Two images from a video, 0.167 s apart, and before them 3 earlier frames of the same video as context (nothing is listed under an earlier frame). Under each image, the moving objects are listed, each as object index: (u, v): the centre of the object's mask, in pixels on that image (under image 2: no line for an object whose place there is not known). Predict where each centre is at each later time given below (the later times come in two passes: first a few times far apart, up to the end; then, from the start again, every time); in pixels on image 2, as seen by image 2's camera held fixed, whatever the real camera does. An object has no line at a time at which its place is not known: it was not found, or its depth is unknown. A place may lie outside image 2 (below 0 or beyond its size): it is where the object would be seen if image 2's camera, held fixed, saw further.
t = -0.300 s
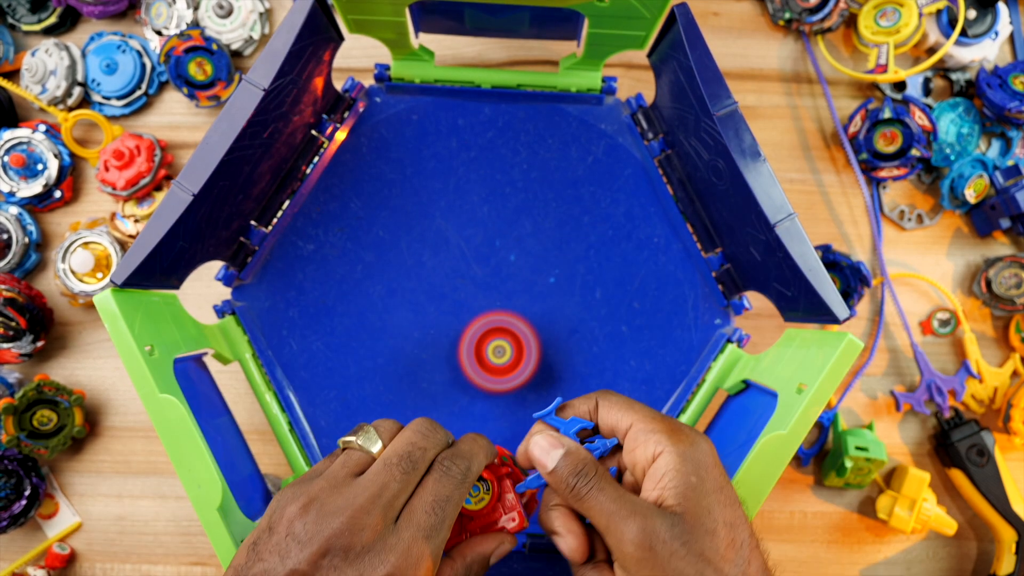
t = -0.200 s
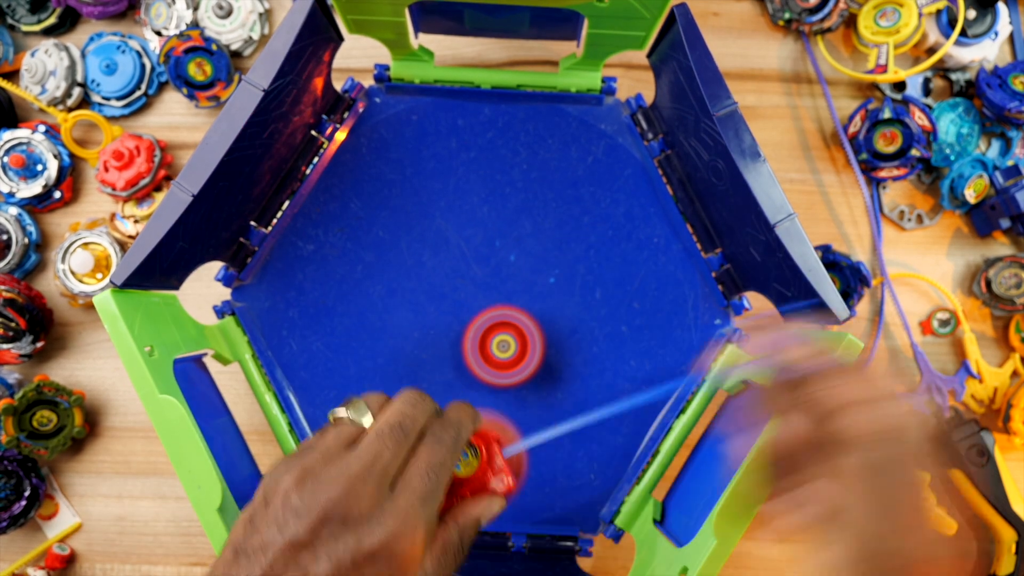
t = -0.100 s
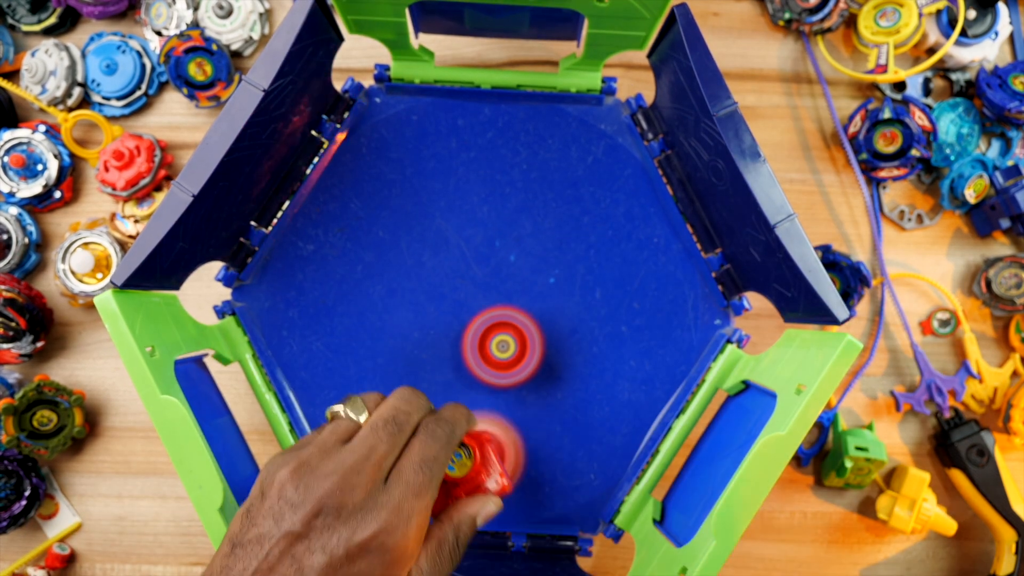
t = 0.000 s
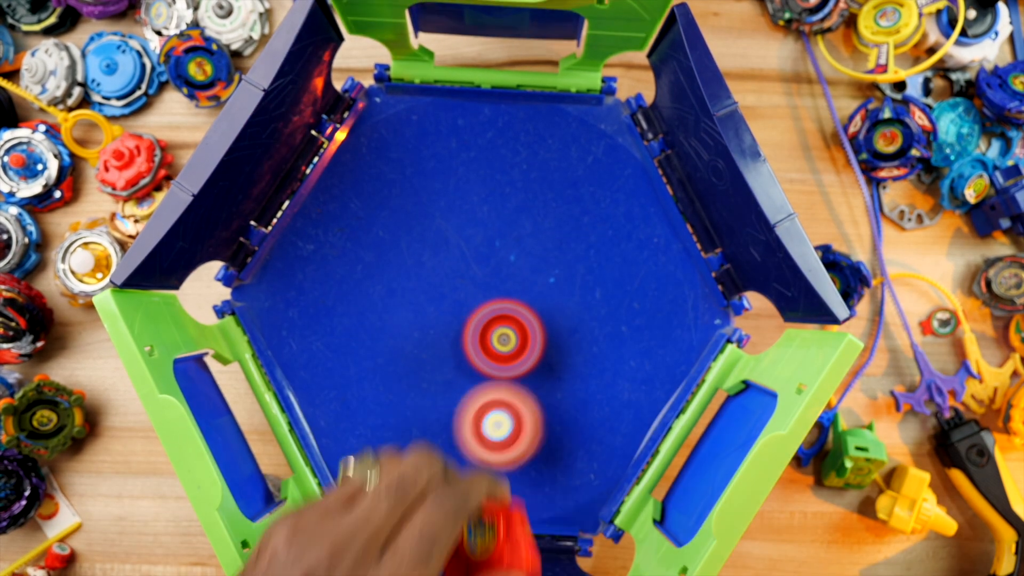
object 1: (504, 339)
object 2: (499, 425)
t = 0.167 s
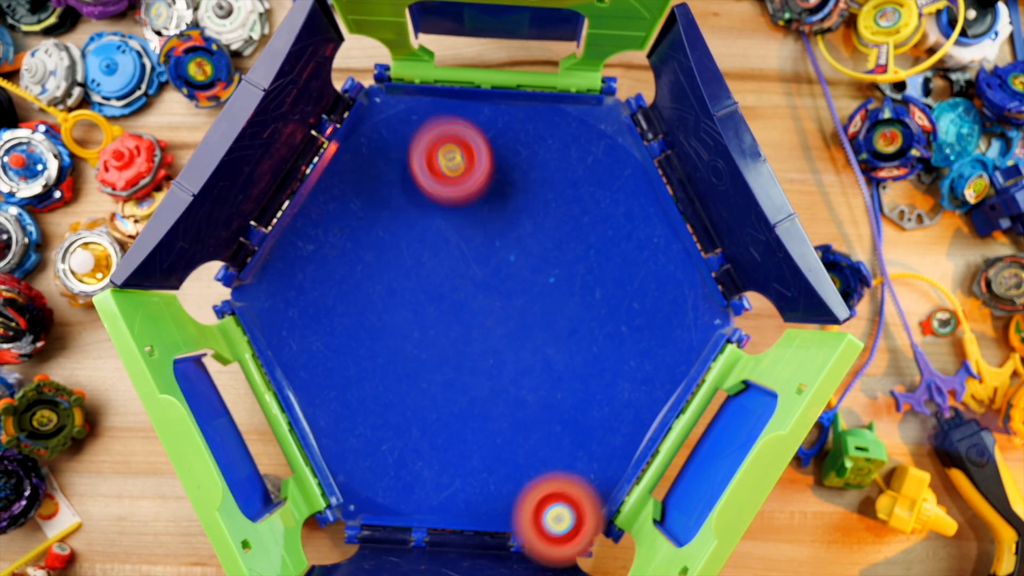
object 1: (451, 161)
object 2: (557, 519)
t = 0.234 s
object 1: (433, 116)
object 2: (584, 496)
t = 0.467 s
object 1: (392, 122)
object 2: (646, 413)
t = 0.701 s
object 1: (352, 224)
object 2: (684, 362)
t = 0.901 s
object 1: (378, 299)
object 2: (712, 305)
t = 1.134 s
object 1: (434, 338)
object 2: (604, 309)
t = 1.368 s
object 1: (473, 356)
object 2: (496, 211)
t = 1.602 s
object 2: (523, 107)
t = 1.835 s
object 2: (586, 220)
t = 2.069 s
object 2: (541, 186)
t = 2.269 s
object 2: (581, 123)
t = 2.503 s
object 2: (600, 196)
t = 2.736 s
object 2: (617, 351)
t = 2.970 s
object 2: (519, 397)
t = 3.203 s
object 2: (346, 278)
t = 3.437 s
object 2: (395, 142)
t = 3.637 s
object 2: (545, 177)
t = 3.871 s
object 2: (623, 333)
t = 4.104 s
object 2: (545, 478)
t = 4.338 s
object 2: (391, 465)
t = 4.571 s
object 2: (342, 314)
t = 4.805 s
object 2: (426, 190)
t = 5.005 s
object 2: (354, 166)
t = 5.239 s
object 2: (405, 211)
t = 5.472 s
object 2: (398, 326)
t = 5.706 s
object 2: (351, 403)
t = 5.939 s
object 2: (342, 379)
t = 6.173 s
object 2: (263, 454)
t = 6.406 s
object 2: (430, 390)
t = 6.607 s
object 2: (508, 364)
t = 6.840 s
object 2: (551, 307)
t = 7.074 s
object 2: (543, 239)
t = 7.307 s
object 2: (488, 200)
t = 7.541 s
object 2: (463, 157)
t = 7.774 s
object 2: (482, 202)
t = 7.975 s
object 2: (510, 263)
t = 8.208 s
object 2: (566, 310)
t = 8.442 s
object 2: (628, 331)
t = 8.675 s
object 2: (655, 338)
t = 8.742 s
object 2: (641, 338)
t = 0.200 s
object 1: (442, 134)
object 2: (571, 508)
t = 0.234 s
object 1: (433, 116)
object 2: (584, 496)
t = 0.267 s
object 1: (425, 101)
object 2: (597, 486)
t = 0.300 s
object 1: (419, 93)
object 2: (611, 474)
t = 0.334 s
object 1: (412, 92)
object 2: (622, 462)
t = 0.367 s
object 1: (407, 97)
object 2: (630, 450)
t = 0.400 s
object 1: (403, 104)
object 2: (635, 437)
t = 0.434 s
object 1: (397, 113)
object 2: (641, 425)
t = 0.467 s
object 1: (392, 122)
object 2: (646, 413)
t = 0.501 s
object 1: (386, 133)
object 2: (651, 402)
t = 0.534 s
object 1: (379, 146)
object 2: (656, 393)
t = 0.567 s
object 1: (373, 161)
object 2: (661, 385)
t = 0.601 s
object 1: (366, 176)
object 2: (666, 377)
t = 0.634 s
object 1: (360, 191)
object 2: (671, 371)
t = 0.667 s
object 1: (355, 207)
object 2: (677, 366)
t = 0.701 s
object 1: (352, 224)
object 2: (684, 362)
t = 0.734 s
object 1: (351, 240)
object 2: (690, 358)
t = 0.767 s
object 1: (354, 254)
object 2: (698, 354)
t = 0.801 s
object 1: (358, 268)
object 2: (701, 345)
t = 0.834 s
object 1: (364, 280)
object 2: (705, 333)
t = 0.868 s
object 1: (371, 290)
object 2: (711, 318)
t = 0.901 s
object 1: (378, 299)
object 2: (712, 305)
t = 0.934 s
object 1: (386, 307)
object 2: (701, 300)
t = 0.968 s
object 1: (394, 315)
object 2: (690, 295)
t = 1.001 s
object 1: (402, 321)
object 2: (676, 295)
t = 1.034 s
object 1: (411, 326)
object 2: (660, 299)
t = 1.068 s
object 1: (419, 330)
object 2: (643, 304)
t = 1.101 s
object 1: (427, 335)
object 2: (624, 308)
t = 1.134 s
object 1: (434, 338)
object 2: (604, 309)
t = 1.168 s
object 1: (442, 341)
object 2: (584, 307)
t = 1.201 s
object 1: (449, 344)
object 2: (564, 300)
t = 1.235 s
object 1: (455, 346)
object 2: (545, 290)
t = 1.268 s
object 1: (461, 349)
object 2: (529, 275)
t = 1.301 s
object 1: (465, 352)
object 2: (516, 257)
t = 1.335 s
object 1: (469, 354)
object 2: (505, 235)
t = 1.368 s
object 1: (473, 356)
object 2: (496, 211)
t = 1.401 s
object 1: (477, 358)
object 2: (489, 186)
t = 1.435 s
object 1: (480, 359)
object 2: (485, 161)
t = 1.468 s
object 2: (486, 137)
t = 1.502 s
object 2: (491, 120)
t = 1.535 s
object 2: (500, 104)
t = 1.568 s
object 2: (512, 99)
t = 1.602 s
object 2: (523, 107)
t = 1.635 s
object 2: (535, 119)
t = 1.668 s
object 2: (549, 131)
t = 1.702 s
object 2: (563, 142)
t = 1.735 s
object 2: (576, 158)
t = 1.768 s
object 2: (585, 176)
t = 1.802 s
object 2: (588, 197)
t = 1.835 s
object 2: (586, 220)
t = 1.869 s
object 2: (578, 243)
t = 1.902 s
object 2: (566, 264)
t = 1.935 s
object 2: (550, 279)
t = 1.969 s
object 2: (547, 259)
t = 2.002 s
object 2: (545, 234)
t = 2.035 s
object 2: (543, 209)
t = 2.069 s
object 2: (541, 186)
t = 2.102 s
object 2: (541, 167)
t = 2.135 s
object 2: (544, 151)
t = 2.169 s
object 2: (549, 138)
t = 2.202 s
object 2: (558, 130)
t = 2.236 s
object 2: (569, 125)
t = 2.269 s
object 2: (581, 123)
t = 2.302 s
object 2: (592, 124)
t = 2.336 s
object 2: (599, 127)
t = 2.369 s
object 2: (602, 133)
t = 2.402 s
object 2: (605, 143)
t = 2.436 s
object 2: (607, 159)
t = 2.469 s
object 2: (606, 177)
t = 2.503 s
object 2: (600, 196)
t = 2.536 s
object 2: (590, 216)
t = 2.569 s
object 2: (575, 235)
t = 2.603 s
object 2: (556, 253)
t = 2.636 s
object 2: (534, 267)
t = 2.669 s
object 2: (514, 277)
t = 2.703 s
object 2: (563, 312)
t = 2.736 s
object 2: (617, 351)
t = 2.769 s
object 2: (662, 387)
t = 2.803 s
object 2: (696, 421)
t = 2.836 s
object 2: (673, 423)
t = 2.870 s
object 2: (635, 418)
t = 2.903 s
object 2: (601, 413)
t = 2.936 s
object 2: (561, 404)
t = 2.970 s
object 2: (519, 397)
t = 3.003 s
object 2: (478, 388)
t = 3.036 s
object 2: (449, 374)
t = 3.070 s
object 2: (424, 356)
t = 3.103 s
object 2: (400, 338)
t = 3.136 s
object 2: (380, 319)
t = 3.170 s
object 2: (361, 300)
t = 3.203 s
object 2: (346, 278)
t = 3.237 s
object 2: (333, 256)
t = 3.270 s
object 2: (326, 232)
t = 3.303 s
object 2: (325, 208)
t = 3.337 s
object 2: (324, 183)
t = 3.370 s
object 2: (339, 163)
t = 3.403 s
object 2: (370, 152)
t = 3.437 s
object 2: (395, 142)
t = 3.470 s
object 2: (422, 137)
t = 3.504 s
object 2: (449, 136)
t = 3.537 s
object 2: (475, 141)
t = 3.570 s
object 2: (500, 149)
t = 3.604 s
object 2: (523, 162)
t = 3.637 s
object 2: (545, 177)
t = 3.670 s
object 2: (564, 195)
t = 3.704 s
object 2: (580, 215)
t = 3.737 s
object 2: (594, 236)
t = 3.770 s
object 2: (605, 260)
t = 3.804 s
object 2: (614, 284)
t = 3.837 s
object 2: (620, 308)
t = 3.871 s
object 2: (623, 333)
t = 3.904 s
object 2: (621, 359)
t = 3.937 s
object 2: (617, 383)
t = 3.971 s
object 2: (609, 406)
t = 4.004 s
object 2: (597, 428)
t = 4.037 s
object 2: (582, 447)
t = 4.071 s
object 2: (565, 464)
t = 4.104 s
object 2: (545, 478)
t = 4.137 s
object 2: (524, 487)
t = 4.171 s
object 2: (501, 493)
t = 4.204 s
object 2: (478, 495)
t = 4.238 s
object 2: (455, 493)
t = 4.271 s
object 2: (432, 487)
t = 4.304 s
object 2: (411, 478)
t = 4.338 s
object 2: (391, 465)
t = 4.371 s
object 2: (374, 448)
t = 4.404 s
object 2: (361, 429)
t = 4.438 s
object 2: (349, 407)
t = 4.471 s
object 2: (343, 385)
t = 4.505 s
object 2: (339, 361)
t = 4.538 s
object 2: (339, 337)
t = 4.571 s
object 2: (342, 314)
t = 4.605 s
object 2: (349, 291)
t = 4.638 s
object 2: (357, 270)
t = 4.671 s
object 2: (369, 250)
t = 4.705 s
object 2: (382, 232)
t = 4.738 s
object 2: (397, 216)
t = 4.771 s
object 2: (414, 202)
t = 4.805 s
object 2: (426, 190)
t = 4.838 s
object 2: (397, 174)
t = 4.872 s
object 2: (368, 161)
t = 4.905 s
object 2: (343, 150)
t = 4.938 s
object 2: (341, 153)
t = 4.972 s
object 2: (346, 160)
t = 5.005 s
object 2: (354, 166)
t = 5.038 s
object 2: (363, 169)
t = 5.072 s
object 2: (372, 173)
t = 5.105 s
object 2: (381, 179)
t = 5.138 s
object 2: (389, 184)
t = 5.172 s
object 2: (395, 190)
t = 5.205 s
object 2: (400, 200)
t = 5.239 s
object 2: (405, 211)
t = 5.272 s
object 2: (408, 224)
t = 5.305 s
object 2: (409, 240)
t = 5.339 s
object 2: (409, 257)
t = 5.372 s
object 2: (407, 274)
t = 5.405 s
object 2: (404, 291)
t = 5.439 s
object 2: (401, 309)
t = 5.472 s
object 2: (398, 326)
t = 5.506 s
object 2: (394, 342)
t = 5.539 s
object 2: (389, 358)
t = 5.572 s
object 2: (383, 371)
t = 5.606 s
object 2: (376, 382)
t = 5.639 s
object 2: (367, 391)
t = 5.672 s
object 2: (359, 399)
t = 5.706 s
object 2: (351, 403)
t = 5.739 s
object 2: (343, 404)
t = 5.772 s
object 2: (337, 404)
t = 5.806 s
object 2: (334, 402)
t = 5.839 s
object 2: (333, 398)
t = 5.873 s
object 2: (334, 392)
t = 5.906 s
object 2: (337, 385)
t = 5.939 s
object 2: (342, 379)
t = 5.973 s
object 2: (351, 372)
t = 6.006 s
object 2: (362, 364)
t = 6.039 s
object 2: (373, 359)
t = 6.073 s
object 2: (356, 377)
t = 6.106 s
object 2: (312, 408)
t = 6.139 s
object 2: (281, 435)
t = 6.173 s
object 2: (263, 454)
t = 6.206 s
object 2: (279, 448)
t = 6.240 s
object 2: (310, 435)
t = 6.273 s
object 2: (337, 425)
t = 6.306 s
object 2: (360, 415)
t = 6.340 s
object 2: (385, 406)
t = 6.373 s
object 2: (409, 398)
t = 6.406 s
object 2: (430, 390)
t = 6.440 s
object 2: (449, 383)
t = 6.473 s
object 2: (465, 379)
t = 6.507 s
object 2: (478, 375)
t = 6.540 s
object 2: (489, 371)
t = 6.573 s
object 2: (499, 368)
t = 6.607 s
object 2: (508, 364)
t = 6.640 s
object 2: (517, 357)
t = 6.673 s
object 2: (525, 351)
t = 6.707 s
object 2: (532, 344)
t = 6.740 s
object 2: (538, 335)
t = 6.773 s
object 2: (544, 326)
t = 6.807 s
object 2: (548, 317)
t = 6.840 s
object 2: (551, 307)
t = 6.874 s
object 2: (554, 297)
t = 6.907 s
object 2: (555, 288)
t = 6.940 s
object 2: (554, 277)
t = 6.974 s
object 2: (554, 267)
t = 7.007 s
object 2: (551, 258)
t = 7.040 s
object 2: (547, 247)
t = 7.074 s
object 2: (543, 239)
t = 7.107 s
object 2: (537, 232)
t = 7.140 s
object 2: (530, 223)
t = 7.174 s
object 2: (524, 217)
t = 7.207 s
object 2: (515, 212)
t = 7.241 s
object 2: (507, 206)
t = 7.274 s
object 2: (498, 203)
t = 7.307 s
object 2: (488, 200)
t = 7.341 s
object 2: (478, 198)
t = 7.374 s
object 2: (469, 199)
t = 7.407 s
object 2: (458, 200)
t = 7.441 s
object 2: (452, 200)
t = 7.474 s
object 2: (456, 183)
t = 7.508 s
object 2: (460, 167)
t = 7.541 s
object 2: (463, 157)
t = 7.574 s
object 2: (467, 153)
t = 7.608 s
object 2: (470, 153)
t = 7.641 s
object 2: (472, 159)
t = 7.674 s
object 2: (474, 169)
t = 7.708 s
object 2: (475, 180)
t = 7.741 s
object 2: (479, 191)
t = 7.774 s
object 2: (482, 202)
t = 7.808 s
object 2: (484, 213)
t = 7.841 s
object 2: (488, 223)
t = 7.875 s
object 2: (492, 234)
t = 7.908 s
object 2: (497, 244)
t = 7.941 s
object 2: (503, 254)
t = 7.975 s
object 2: (510, 263)
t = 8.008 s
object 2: (517, 272)
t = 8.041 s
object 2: (525, 279)
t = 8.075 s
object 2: (532, 288)
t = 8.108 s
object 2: (540, 294)
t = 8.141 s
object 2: (549, 300)
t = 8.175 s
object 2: (558, 306)
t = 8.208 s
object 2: (566, 310)
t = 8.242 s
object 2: (576, 315)
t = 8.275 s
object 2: (584, 319)
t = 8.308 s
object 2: (593, 322)
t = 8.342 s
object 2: (602, 325)
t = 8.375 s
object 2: (611, 327)
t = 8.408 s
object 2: (620, 329)
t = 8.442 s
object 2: (628, 331)
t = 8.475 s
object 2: (635, 332)
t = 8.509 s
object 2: (643, 334)
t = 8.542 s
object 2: (648, 335)
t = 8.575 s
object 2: (653, 335)
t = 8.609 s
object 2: (657, 338)
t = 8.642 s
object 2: (656, 338)
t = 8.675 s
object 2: (655, 338)
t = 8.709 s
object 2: (649, 340)
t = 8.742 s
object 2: (641, 338)
